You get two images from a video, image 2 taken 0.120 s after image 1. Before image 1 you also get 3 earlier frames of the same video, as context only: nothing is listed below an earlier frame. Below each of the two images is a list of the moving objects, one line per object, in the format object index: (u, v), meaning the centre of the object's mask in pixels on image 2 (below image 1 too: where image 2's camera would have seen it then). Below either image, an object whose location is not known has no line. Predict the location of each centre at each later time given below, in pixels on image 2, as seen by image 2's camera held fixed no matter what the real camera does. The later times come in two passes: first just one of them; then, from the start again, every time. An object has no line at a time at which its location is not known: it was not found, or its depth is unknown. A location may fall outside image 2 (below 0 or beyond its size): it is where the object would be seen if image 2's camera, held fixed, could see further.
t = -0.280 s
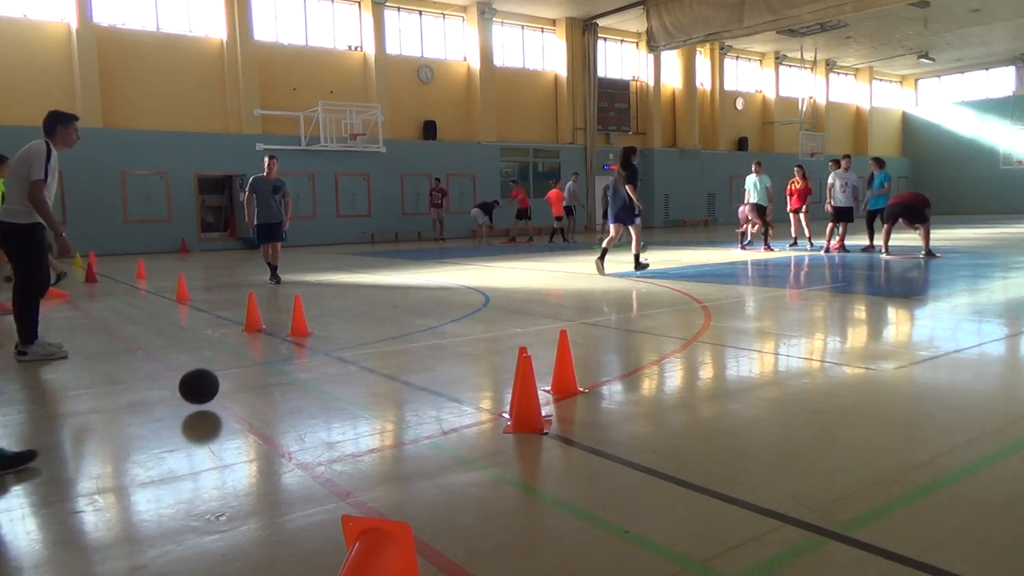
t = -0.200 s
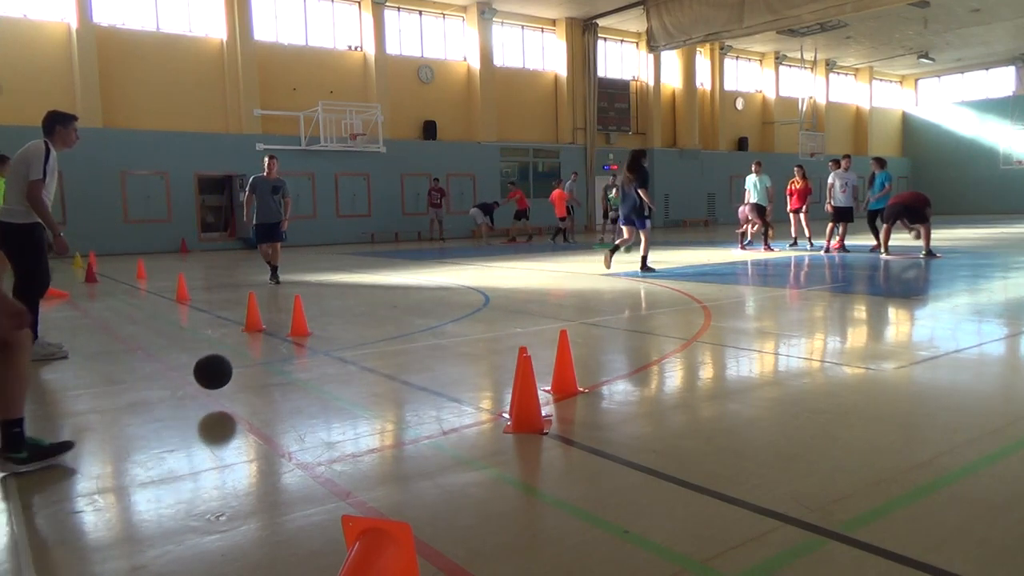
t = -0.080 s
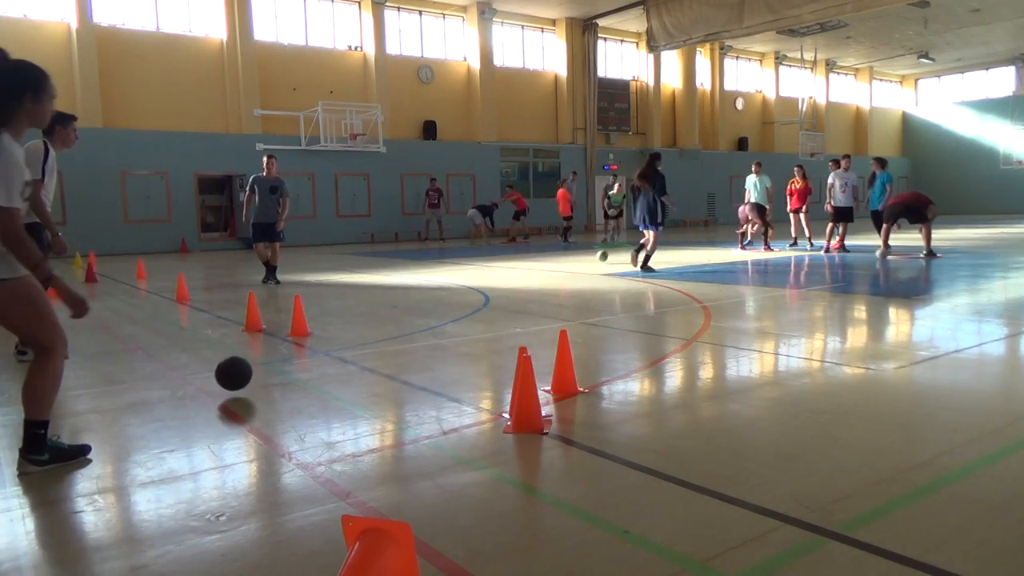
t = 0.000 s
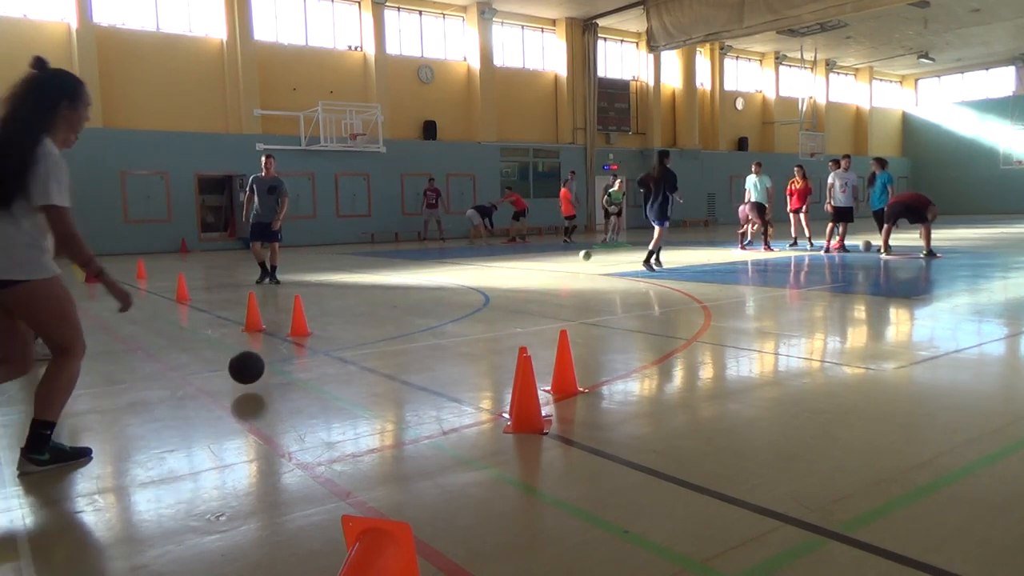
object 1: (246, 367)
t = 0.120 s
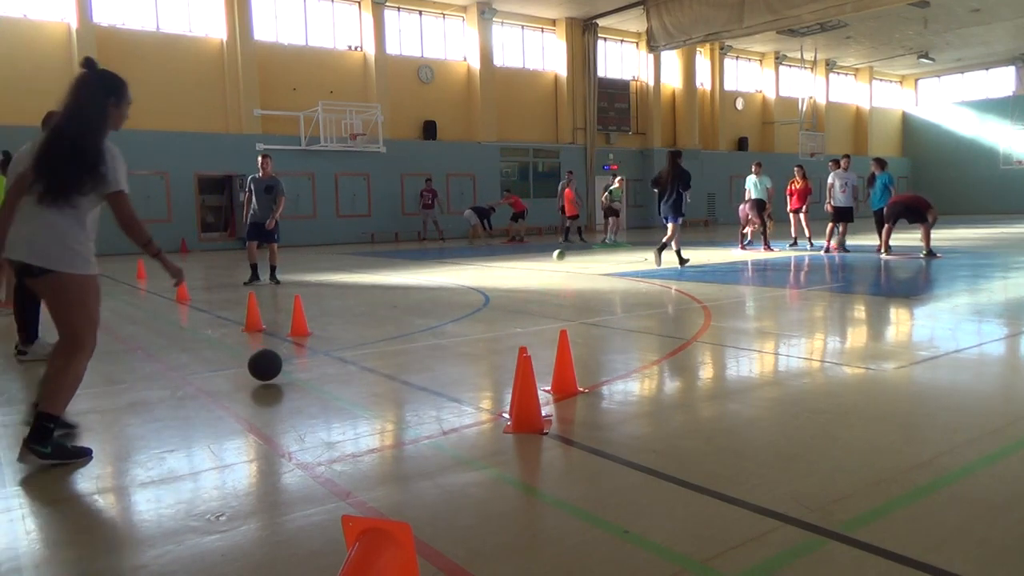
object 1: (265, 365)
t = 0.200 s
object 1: (276, 359)
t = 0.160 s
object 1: (271, 364)
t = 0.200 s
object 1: (276, 359)
